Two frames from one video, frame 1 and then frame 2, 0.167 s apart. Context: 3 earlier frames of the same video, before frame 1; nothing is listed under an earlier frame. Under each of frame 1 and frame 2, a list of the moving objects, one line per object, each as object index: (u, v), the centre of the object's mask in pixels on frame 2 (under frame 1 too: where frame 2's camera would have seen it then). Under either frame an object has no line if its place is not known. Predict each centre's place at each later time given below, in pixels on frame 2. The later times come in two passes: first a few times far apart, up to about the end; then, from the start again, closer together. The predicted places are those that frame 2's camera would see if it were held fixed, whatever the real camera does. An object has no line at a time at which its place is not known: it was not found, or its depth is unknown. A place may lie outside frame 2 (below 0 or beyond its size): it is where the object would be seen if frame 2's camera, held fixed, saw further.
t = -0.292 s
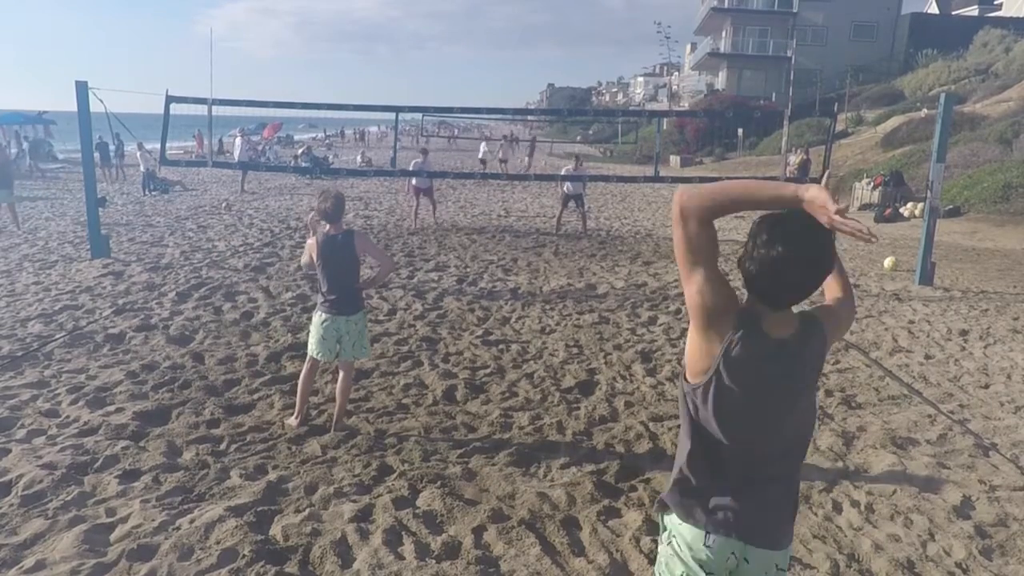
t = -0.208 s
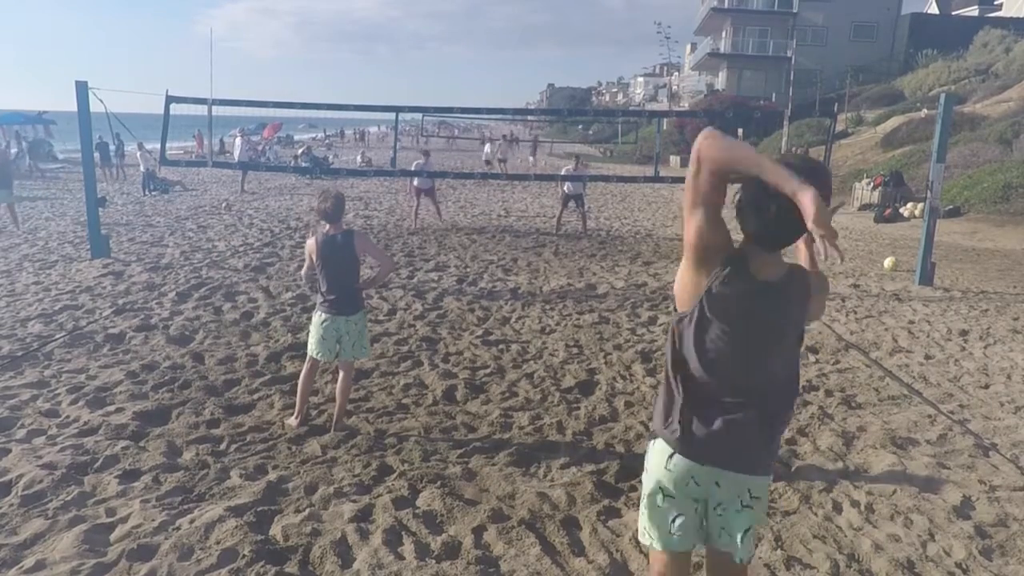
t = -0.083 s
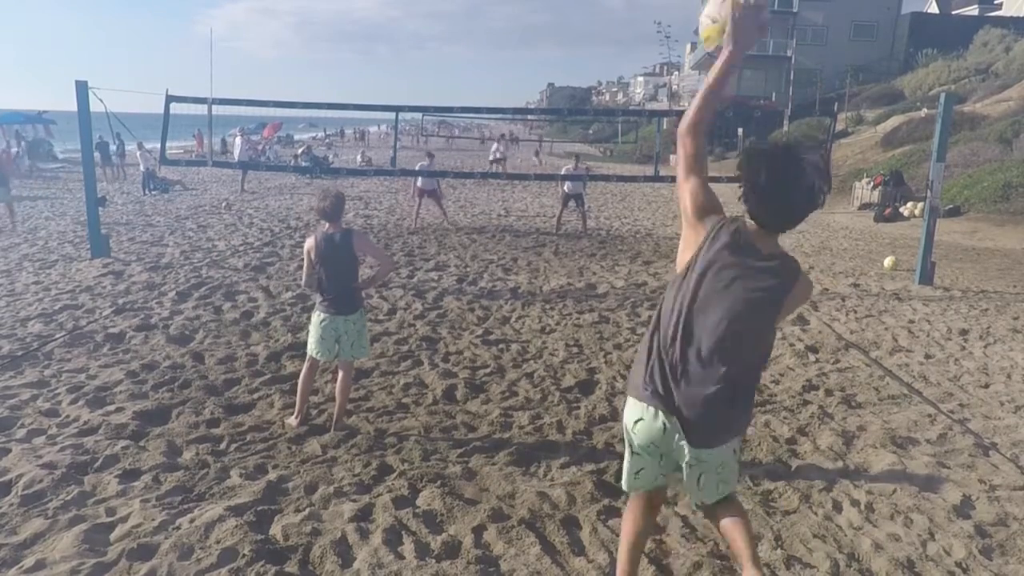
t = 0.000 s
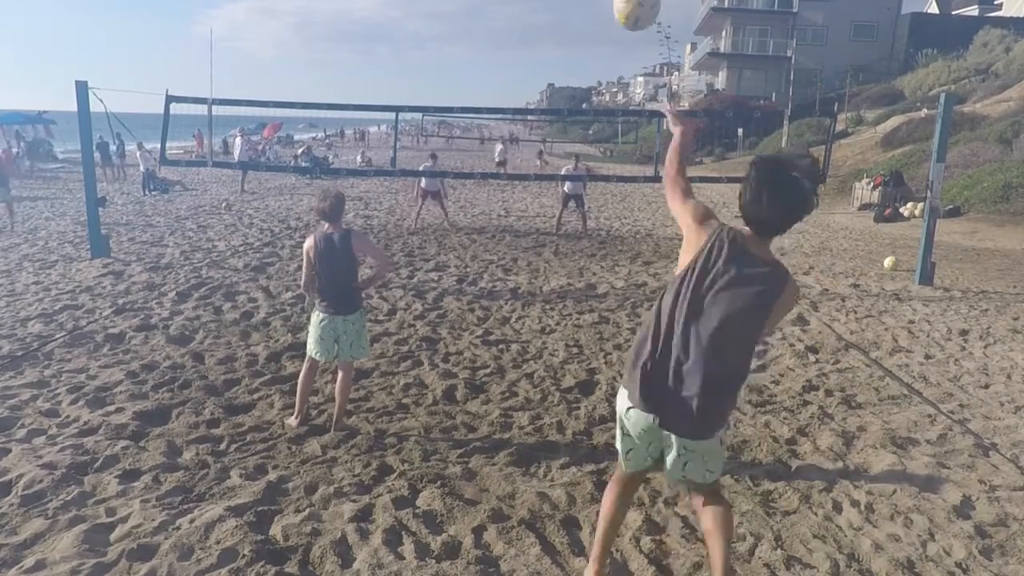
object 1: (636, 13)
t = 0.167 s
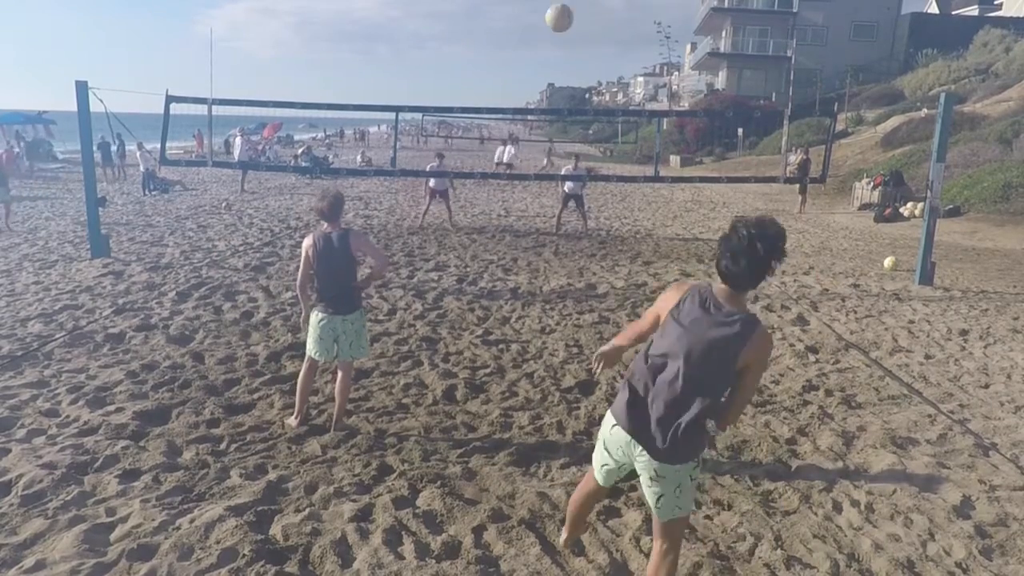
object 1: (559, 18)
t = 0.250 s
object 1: (543, 32)
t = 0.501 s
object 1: (517, 94)
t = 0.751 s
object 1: (506, 162)
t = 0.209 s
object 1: (550, 24)
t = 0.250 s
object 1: (543, 32)
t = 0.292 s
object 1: (536, 41)
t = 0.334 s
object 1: (531, 51)
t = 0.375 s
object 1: (526, 61)
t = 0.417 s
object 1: (522, 72)
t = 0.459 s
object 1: (519, 83)
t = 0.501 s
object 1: (517, 94)
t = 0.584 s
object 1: (509, 119)
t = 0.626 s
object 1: (512, 129)
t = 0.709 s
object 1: (508, 151)
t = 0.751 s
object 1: (506, 162)
